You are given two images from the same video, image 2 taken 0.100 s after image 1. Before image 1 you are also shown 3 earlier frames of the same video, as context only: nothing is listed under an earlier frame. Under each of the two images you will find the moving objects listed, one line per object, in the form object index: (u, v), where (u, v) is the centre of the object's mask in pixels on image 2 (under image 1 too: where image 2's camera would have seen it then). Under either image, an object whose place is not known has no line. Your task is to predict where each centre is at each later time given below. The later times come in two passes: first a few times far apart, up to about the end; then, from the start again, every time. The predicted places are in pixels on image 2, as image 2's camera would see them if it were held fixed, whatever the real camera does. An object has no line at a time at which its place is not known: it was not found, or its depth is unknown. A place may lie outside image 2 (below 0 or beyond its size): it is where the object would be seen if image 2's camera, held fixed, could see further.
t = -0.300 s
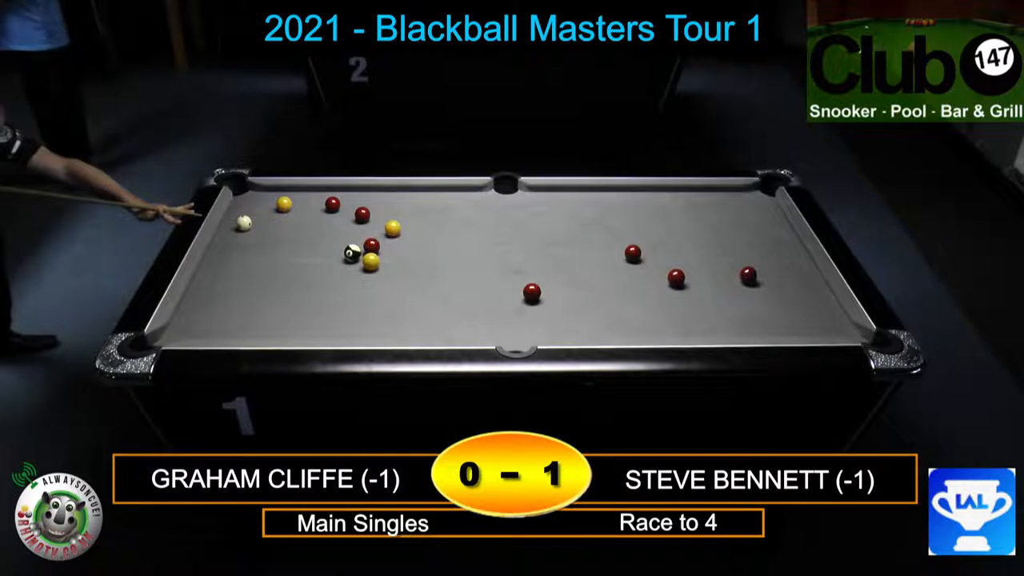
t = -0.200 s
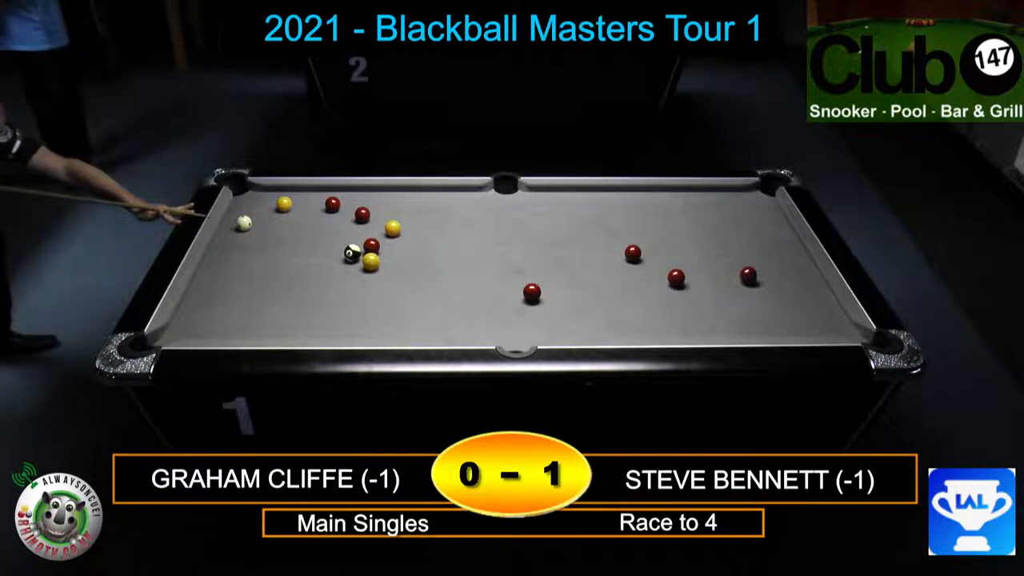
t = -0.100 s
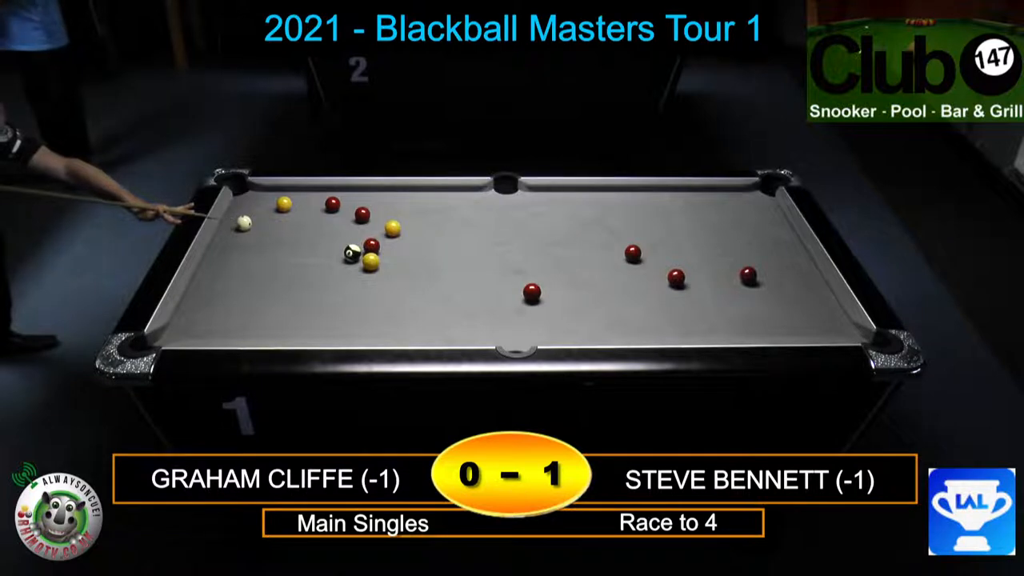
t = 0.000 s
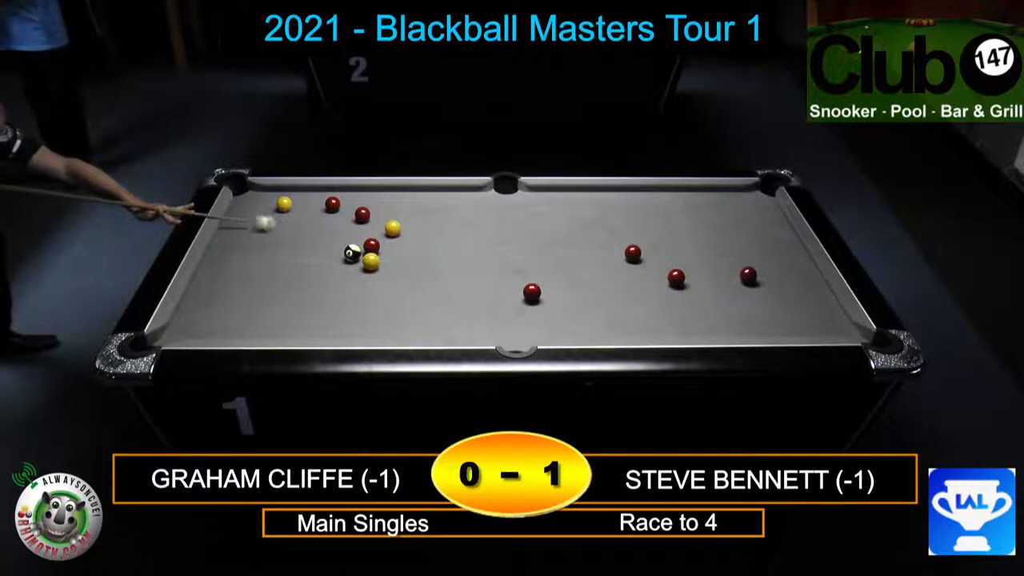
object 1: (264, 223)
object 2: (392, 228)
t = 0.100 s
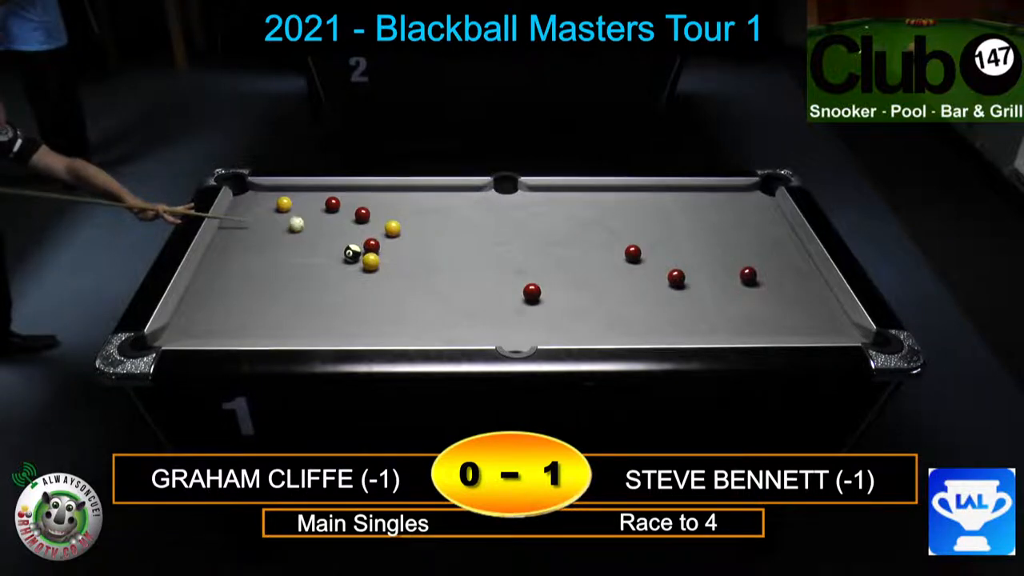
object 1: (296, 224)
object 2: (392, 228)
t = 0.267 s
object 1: (359, 225)
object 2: (392, 228)
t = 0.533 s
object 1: (398, 216)
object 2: (431, 237)
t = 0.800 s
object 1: (428, 206)
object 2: (481, 248)
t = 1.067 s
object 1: (454, 196)
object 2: (528, 258)
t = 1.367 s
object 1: (477, 191)
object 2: (578, 270)
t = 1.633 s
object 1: (494, 196)
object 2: (626, 280)
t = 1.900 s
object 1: (507, 200)
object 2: (668, 290)
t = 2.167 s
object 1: (519, 204)
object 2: (712, 301)
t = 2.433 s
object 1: (530, 207)
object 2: (756, 311)
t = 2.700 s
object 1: (539, 210)
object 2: (793, 319)
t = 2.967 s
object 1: (546, 213)
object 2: (830, 327)
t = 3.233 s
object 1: (553, 215)
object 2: (864, 336)
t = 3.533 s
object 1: (557, 217)
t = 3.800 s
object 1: (560, 219)
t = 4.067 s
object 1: (562, 219)
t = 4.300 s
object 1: (562, 219)
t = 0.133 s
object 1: (306, 224)
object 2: (392, 228)
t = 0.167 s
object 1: (321, 224)
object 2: (392, 228)
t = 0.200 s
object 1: (335, 224)
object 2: (392, 228)
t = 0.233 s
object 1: (348, 225)
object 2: (392, 228)
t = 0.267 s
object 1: (359, 225)
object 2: (392, 228)
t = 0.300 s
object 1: (367, 225)
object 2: (392, 229)
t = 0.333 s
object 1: (376, 225)
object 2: (393, 229)
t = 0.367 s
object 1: (381, 223)
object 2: (401, 230)
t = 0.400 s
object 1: (385, 221)
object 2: (409, 232)
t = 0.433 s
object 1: (389, 219)
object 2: (417, 234)
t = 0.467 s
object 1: (392, 218)
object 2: (422, 235)
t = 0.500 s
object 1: (395, 217)
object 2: (426, 236)
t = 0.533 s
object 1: (398, 216)
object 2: (431, 237)
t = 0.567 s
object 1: (403, 214)
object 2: (438, 239)
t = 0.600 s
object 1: (407, 213)
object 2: (445, 240)
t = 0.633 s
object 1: (411, 212)
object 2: (452, 242)
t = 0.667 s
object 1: (415, 210)
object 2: (458, 243)
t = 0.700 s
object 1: (416, 209)
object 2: (461, 244)
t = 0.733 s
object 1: (420, 208)
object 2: (466, 245)
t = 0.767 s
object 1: (424, 207)
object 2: (473, 246)
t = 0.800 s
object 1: (428, 206)
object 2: (481, 248)
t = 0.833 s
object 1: (432, 204)
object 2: (488, 250)
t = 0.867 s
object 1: (435, 203)
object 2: (493, 251)
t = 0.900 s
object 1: (437, 202)
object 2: (496, 252)
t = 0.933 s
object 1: (440, 201)
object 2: (502, 253)
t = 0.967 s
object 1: (444, 200)
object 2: (509, 254)
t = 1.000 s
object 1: (448, 199)
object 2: (516, 256)
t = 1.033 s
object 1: (452, 197)
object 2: (523, 257)
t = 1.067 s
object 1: (454, 196)
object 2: (528, 258)
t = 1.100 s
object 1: (456, 195)
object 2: (531, 259)
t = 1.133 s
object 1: (459, 194)
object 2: (537, 260)
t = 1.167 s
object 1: (462, 193)
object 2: (544, 262)
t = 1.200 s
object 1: (466, 192)
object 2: (551, 264)
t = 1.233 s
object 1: (469, 191)
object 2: (558, 265)
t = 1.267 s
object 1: (472, 190)
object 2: (563, 266)
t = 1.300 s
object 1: (473, 190)
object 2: (566, 267)
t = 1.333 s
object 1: (475, 191)
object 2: (572, 269)
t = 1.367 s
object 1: (477, 191)
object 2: (578, 270)
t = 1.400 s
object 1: (480, 192)
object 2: (585, 272)
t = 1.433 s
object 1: (482, 192)
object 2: (592, 273)
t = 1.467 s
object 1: (484, 193)
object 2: (597, 274)
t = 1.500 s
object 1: (485, 193)
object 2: (601, 275)
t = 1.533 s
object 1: (487, 194)
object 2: (606, 276)
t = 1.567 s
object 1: (489, 195)
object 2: (612, 278)
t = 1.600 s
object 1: (492, 195)
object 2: (619, 279)
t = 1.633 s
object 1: (494, 196)
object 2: (626, 280)
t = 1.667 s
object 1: (495, 196)
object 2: (631, 282)
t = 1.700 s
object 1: (496, 197)
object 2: (634, 282)
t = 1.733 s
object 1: (498, 197)
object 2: (640, 284)
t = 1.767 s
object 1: (500, 198)
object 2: (646, 285)
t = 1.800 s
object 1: (502, 199)
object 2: (653, 287)
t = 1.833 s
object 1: (504, 199)
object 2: (659, 288)
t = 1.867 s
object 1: (506, 200)
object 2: (665, 289)
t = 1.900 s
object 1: (507, 200)
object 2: (668, 290)
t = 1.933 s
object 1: (508, 200)
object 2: (673, 291)
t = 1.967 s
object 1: (510, 201)
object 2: (679, 293)
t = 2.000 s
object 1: (512, 202)
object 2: (686, 294)
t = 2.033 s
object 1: (514, 202)
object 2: (693, 296)
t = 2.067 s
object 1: (515, 202)
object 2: (698, 297)
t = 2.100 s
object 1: (516, 203)
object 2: (701, 298)
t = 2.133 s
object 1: (517, 203)
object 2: (706, 299)
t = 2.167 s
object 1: (519, 204)
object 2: (712, 301)
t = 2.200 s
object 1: (521, 204)
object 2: (718, 302)
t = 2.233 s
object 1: (522, 205)
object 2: (725, 303)
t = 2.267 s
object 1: (524, 205)
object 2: (730, 305)
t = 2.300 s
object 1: (525, 205)
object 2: (733, 305)
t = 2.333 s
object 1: (526, 206)
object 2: (737, 306)
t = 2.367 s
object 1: (528, 206)
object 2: (743, 308)
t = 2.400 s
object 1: (529, 207)
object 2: (749, 309)
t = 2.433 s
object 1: (530, 207)
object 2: (756, 311)
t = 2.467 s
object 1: (531, 207)
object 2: (760, 311)
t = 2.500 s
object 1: (532, 208)
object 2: (763, 312)
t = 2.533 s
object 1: (533, 208)
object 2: (768, 313)
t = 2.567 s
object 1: (535, 208)
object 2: (773, 315)
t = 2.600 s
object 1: (536, 209)
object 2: (779, 316)
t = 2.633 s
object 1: (537, 210)
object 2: (785, 318)
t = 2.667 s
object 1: (538, 210)
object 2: (790, 318)
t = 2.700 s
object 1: (539, 210)
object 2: (793, 319)
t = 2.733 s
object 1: (540, 211)
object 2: (797, 320)
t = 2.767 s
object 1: (541, 211)
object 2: (803, 321)
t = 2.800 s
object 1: (542, 211)
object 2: (809, 323)
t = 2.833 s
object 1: (543, 212)
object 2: (814, 324)
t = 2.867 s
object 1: (544, 212)
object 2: (818, 325)
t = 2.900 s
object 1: (544, 212)
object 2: (821, 325)
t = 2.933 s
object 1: (545, 213)
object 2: (825, 326)
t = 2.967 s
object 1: (546, 213)
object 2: (830, 327)
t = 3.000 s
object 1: (547, 213)
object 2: (836, 328)
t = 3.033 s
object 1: (548, 213)
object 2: (842, 329)
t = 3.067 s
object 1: (549, 214)
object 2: (846, 330)
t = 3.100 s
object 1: (549, 214)
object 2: (848, 330)
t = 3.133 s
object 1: (550, 214)
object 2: (852, 331)
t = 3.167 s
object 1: (551, 214)
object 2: (857, 333)
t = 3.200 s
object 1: (552, 215)
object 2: (861, 334)
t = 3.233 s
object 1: (553, 215)
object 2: (864, 336)
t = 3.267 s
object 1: (553, 216)
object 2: (867, 339)
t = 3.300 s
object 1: (553, 216)
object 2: (869, 341)
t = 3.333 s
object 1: (554, 216)
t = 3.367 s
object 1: (555, 217)
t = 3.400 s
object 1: (555, 217)
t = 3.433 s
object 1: (556, 217)
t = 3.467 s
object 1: (556, 217)
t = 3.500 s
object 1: (557, 217)
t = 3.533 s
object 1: (557, 217)
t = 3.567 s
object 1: (558, 218)
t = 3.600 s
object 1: (558, 218)
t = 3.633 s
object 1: (559, 218)
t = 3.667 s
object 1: (559, 218)
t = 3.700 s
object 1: (559, 218)
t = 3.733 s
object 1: (559, 218)
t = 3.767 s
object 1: (560, 218)
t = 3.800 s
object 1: (560, 219)
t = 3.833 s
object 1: (561, 219)
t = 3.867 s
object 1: (561, 219)
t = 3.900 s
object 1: (561, 219)
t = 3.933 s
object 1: (561, 219)
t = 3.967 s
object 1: (561, 219)
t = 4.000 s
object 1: (561, 219)
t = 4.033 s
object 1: (562, 219)
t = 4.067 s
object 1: (562, 219)
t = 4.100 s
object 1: (562, 219)
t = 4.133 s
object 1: (562, 219)
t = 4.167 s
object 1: (562, 219)
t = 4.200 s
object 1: (562, 219)
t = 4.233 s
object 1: (562, 219)
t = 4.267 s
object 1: (562, 219)
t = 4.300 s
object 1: (562, 219)
